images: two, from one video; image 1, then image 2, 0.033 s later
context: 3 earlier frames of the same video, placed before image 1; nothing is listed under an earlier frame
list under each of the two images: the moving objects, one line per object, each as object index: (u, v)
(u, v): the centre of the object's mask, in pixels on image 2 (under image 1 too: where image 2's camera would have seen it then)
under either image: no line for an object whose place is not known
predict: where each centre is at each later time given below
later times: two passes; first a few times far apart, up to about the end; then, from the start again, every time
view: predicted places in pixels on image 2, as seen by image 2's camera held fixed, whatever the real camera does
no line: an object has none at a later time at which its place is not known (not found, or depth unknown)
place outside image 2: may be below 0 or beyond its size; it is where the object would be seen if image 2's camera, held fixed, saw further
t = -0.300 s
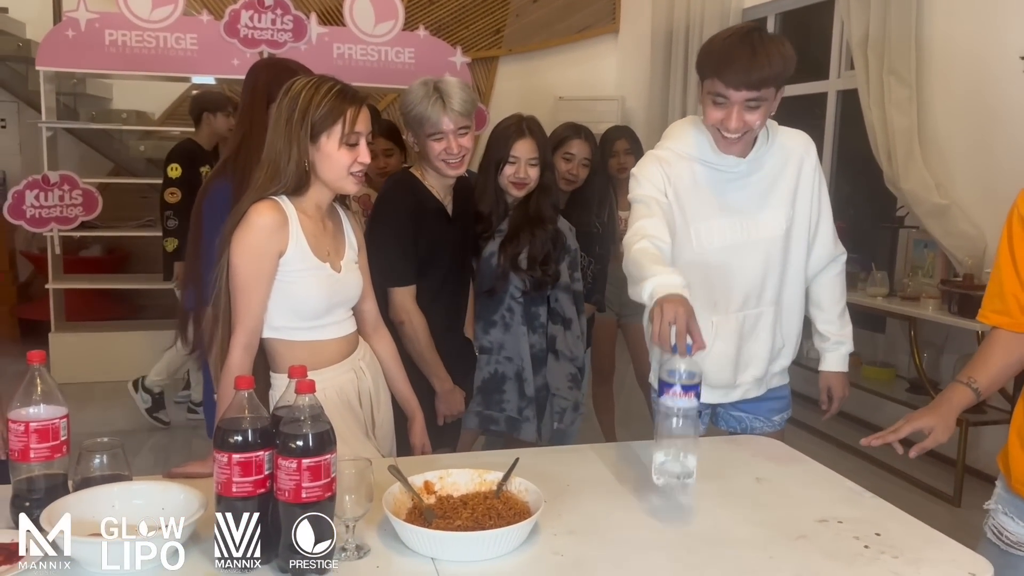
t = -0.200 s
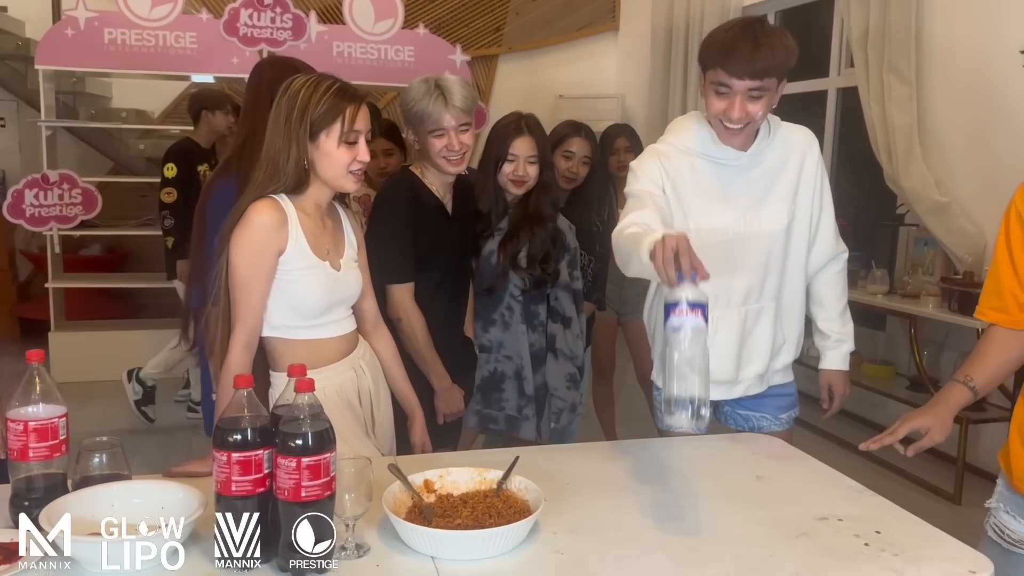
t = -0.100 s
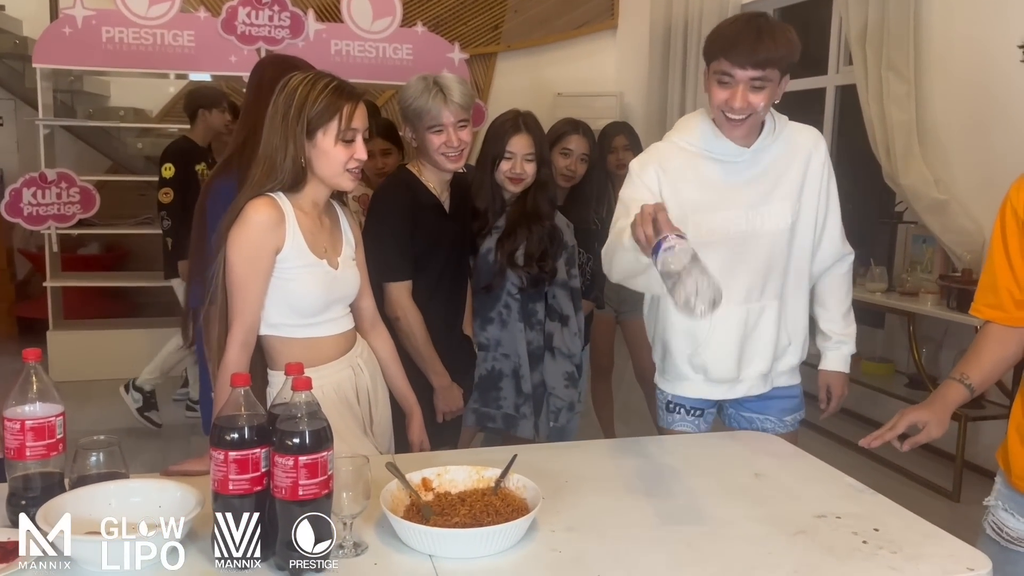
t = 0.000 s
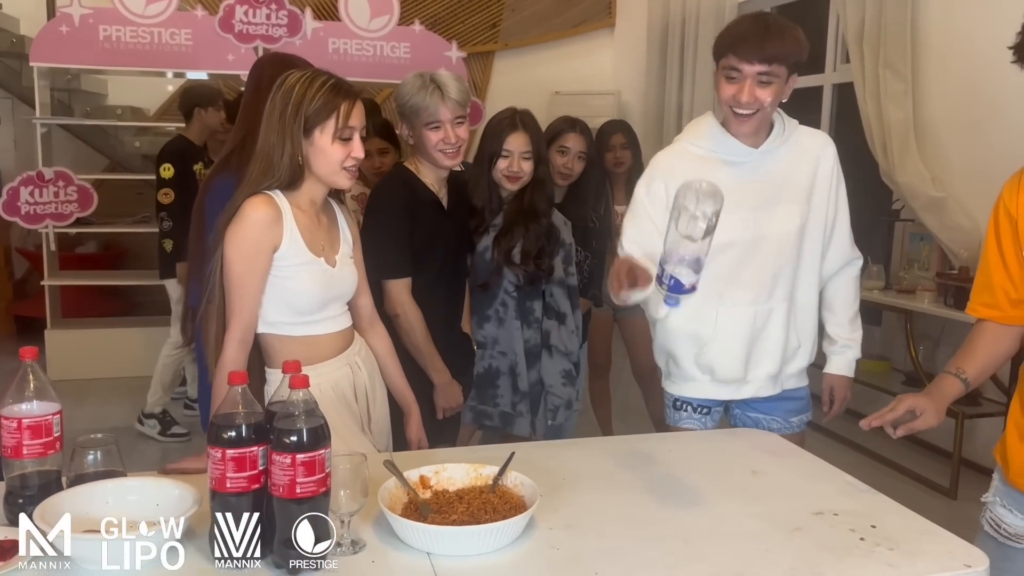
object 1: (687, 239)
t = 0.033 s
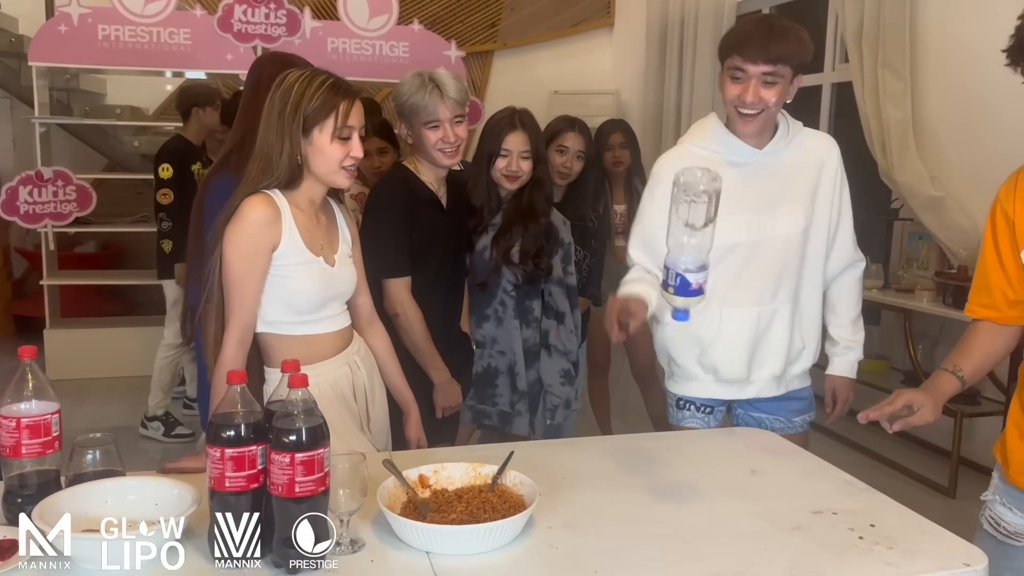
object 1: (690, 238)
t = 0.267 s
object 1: (699, 304)
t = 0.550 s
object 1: (701, 522)
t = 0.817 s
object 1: (710, 522)
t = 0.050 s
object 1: (692, 239)
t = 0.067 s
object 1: (694, 240)
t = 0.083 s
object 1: (696, 240)
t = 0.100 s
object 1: (698, 240)
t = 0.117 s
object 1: (700, 241)
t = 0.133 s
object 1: (701, 244)
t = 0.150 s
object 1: (703, 245)
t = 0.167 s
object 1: (703, 248)
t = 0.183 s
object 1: (704, 253)
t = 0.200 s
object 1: (704, 259)
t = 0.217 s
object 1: (703, 266)
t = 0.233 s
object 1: (702, 277)
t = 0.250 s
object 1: (701, 289)
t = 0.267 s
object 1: (699, 304)
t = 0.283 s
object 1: (697, 321)
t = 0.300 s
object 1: (696, 339)
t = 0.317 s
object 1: (695, 360)
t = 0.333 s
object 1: (693, 382)
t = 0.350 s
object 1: (694, 401)
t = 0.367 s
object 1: (693, 427)
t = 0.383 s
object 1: (691, 455)
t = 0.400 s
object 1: (691, 479)
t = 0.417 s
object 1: (691, 486)
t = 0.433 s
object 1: (694, 494)
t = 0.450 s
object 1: (694, 506)
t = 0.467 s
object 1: (692, 518)
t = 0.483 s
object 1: (694, 518)
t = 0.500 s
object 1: (697, 519)
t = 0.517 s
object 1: (699, 520)
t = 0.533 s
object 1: (700, 521)
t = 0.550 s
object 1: (701, 522)
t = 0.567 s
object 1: (700, 522)
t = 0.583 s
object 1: (701, 522)
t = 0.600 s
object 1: (701, 521)
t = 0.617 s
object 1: (703, 521)
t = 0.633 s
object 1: (703, 521)
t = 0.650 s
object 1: (704, 522)
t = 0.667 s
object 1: (705, 522)
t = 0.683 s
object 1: (706, 522)
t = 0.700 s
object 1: (709, 522)
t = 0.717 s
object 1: (710, 522)
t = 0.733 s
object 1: (708, 522)
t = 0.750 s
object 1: (708, 522)
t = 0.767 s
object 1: (708, 522)
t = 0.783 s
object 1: (708, 522)
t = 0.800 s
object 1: (709, 522)
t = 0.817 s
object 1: (710, 522)
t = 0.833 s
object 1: (708, 522)
